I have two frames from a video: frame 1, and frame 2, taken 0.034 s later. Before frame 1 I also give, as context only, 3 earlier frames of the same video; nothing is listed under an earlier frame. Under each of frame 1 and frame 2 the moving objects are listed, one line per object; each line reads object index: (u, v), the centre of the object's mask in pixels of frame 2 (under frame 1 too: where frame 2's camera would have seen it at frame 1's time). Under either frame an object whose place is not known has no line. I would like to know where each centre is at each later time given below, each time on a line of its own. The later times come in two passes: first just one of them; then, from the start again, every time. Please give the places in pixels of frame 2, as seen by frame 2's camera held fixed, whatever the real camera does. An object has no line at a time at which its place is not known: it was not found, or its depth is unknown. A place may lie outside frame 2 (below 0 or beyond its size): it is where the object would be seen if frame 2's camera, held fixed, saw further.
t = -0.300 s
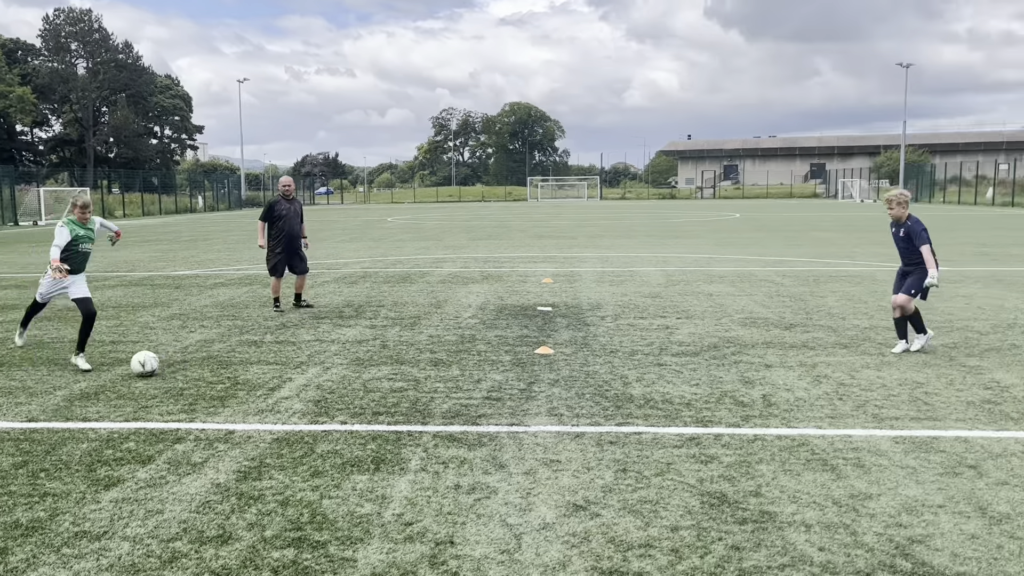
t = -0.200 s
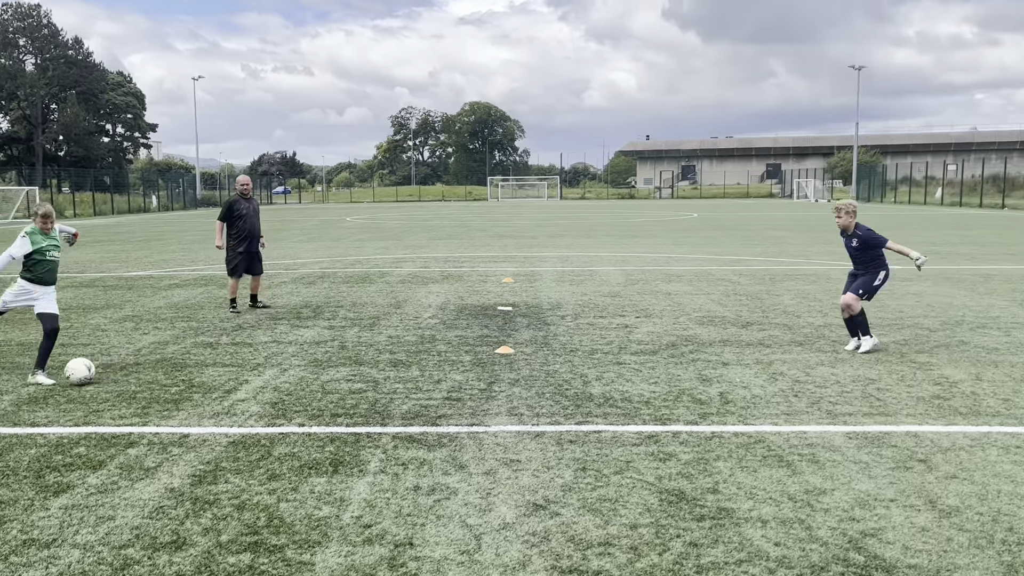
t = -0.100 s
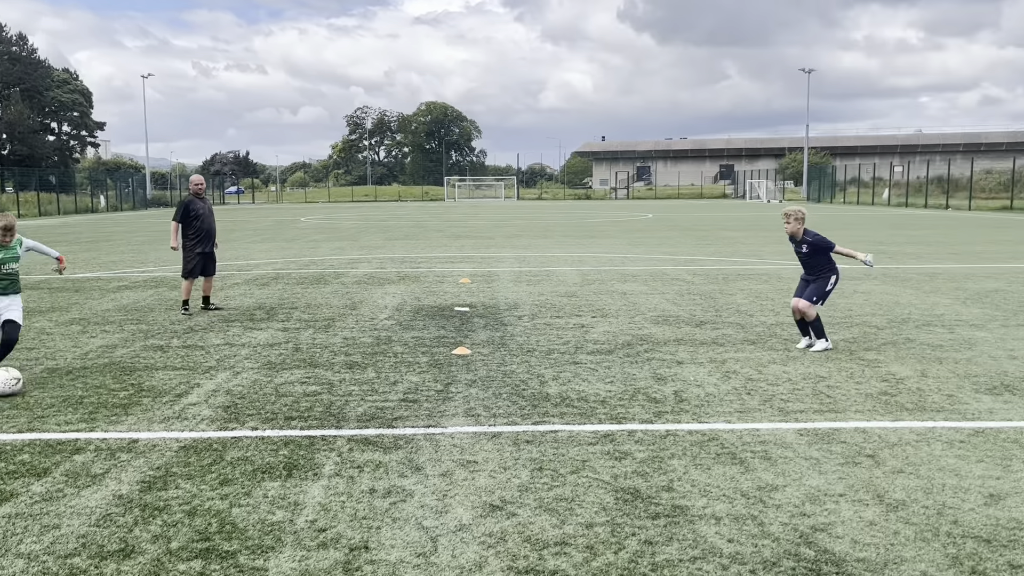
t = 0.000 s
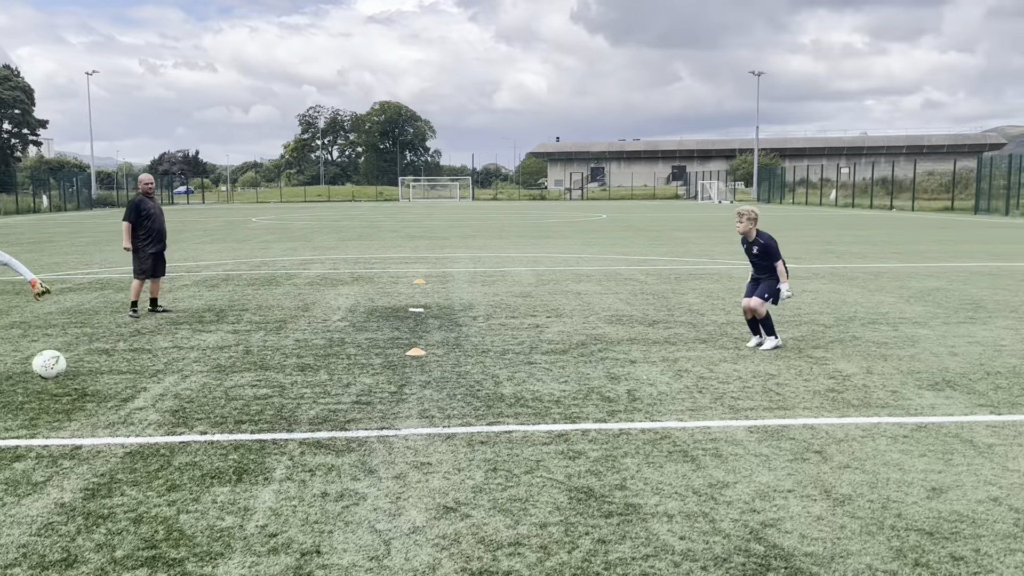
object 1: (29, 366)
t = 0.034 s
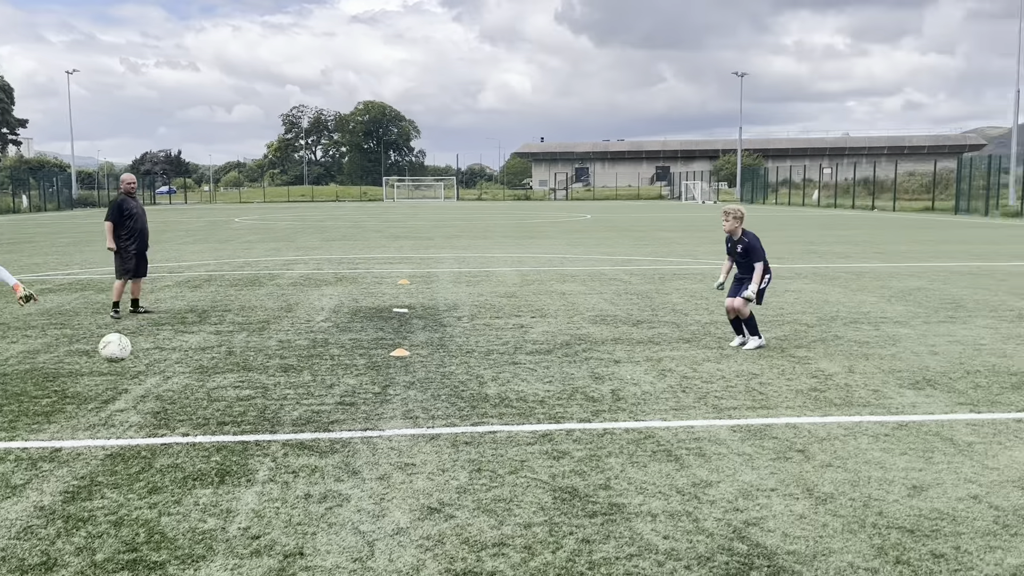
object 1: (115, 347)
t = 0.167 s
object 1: (416, 290)
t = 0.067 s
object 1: (195, 330)
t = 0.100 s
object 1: (272, 315)
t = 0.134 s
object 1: (346, 301)
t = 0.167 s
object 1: (416, 290)
